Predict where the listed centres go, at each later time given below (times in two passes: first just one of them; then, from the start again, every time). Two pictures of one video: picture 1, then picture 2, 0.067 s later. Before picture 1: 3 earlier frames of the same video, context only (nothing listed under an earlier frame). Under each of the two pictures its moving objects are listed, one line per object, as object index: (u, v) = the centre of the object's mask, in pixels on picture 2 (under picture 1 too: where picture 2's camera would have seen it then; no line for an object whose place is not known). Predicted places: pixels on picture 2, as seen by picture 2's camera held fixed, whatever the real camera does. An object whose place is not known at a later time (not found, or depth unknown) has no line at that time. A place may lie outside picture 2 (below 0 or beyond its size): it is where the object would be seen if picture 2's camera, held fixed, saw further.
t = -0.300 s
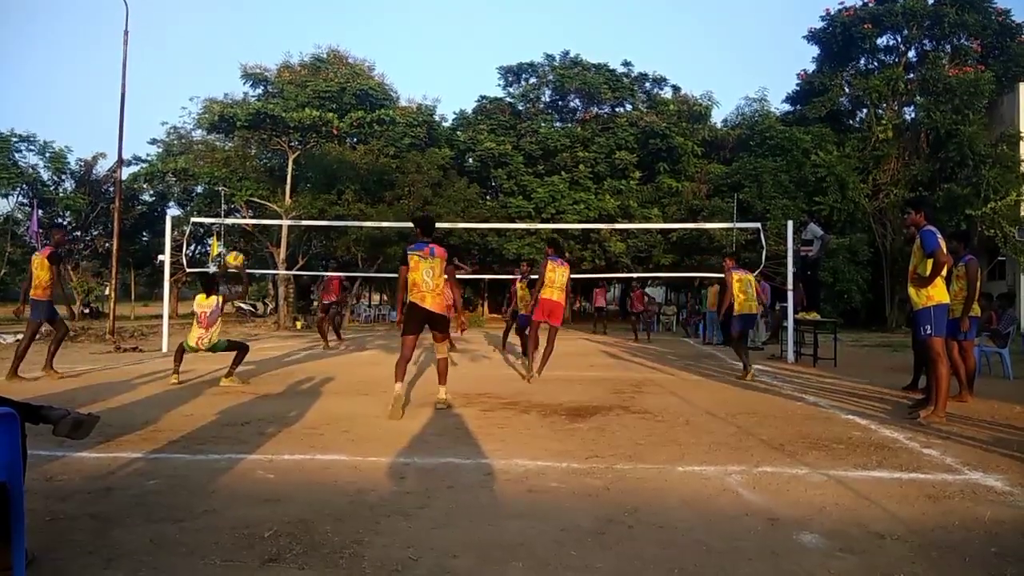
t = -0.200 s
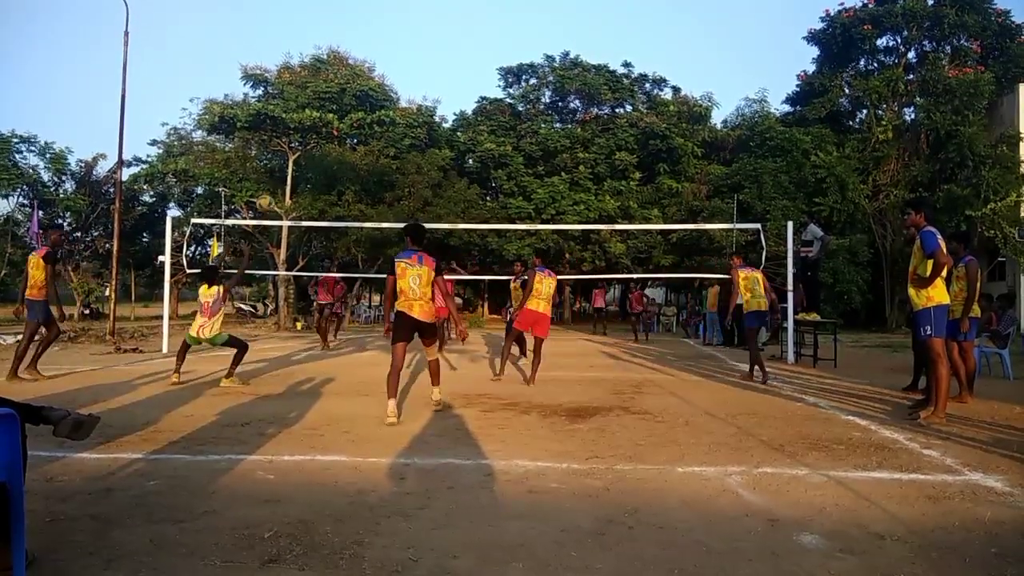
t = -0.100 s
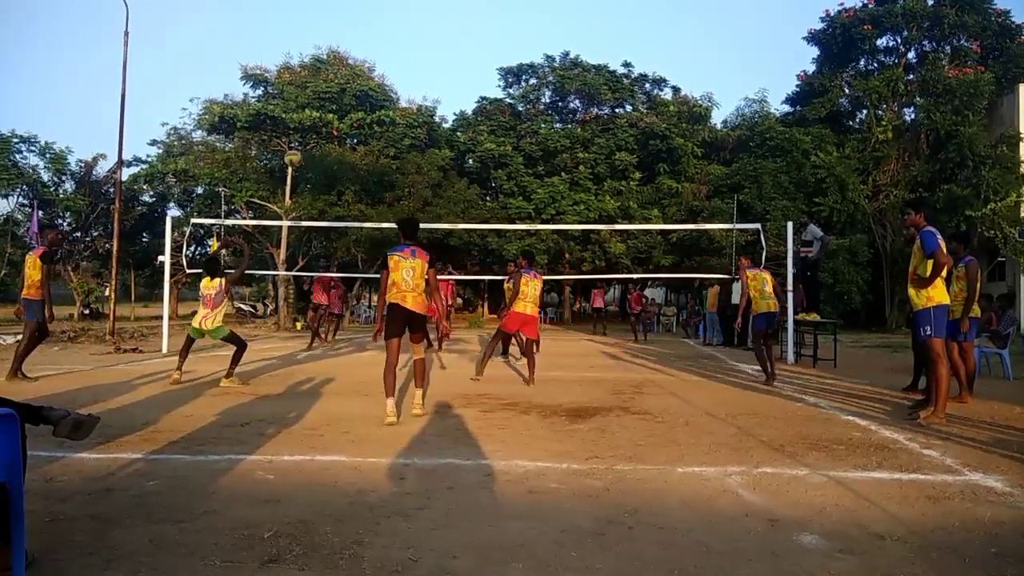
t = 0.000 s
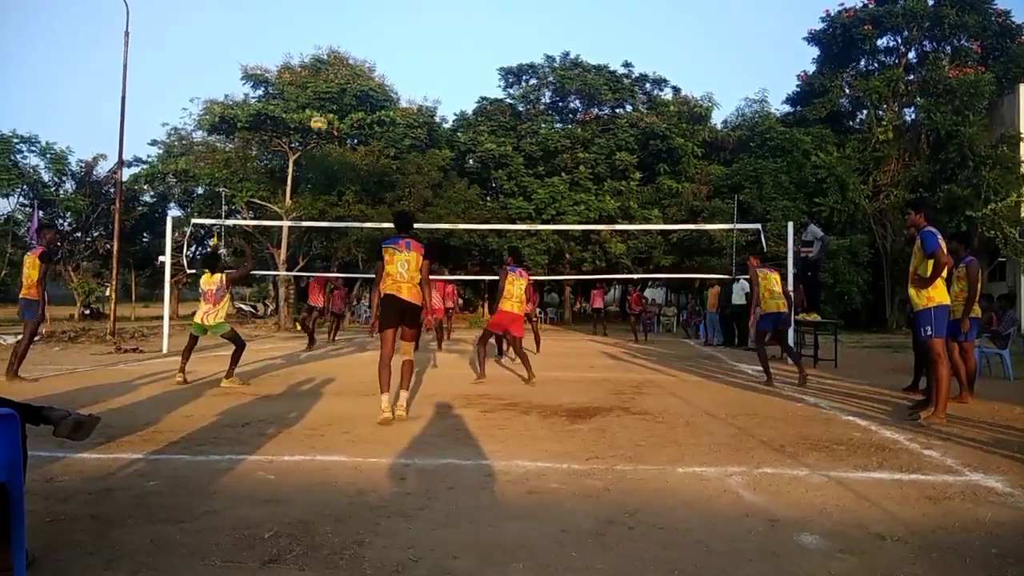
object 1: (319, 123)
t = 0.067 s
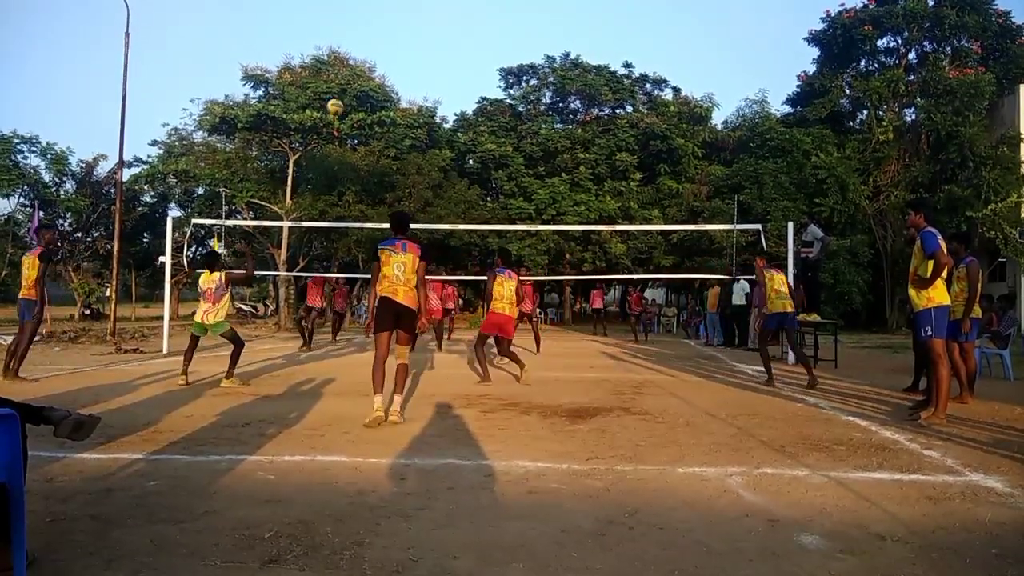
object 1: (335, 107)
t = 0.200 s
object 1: (363, 82)
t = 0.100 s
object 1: (341, 98)
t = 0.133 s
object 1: (349, 93)
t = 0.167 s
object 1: (356, 87)
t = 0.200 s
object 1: (363, 82)
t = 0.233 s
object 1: (371, 78)
